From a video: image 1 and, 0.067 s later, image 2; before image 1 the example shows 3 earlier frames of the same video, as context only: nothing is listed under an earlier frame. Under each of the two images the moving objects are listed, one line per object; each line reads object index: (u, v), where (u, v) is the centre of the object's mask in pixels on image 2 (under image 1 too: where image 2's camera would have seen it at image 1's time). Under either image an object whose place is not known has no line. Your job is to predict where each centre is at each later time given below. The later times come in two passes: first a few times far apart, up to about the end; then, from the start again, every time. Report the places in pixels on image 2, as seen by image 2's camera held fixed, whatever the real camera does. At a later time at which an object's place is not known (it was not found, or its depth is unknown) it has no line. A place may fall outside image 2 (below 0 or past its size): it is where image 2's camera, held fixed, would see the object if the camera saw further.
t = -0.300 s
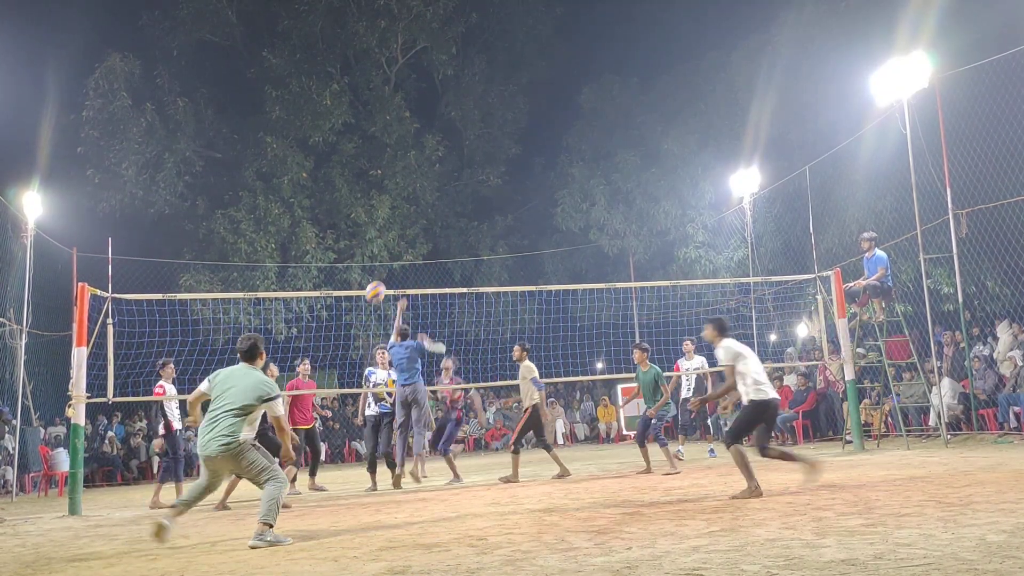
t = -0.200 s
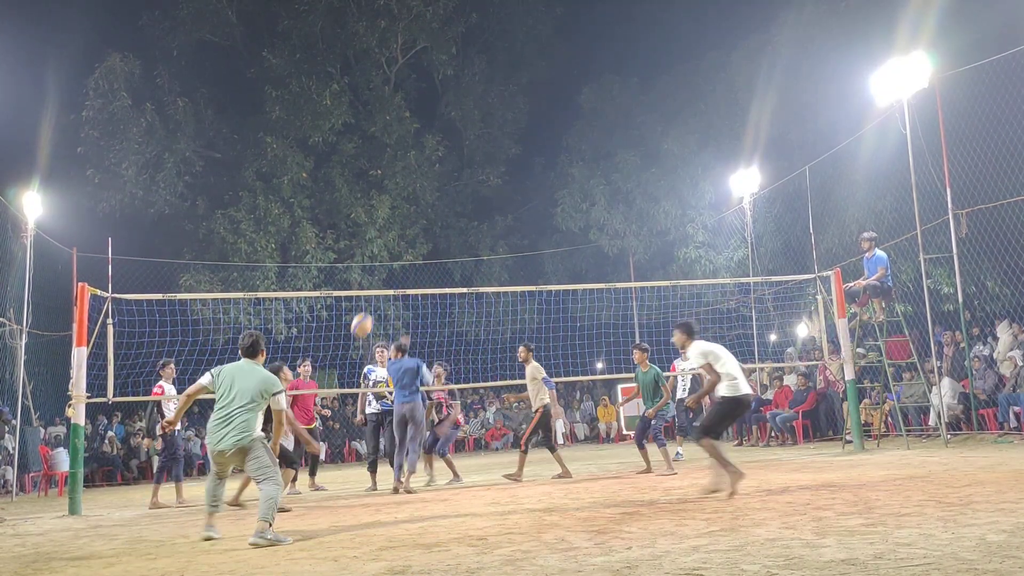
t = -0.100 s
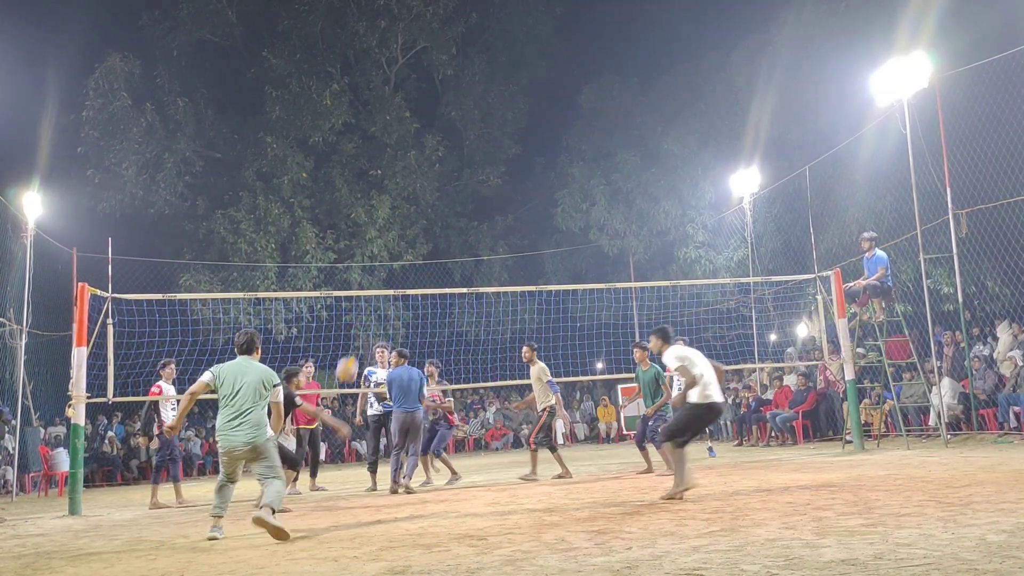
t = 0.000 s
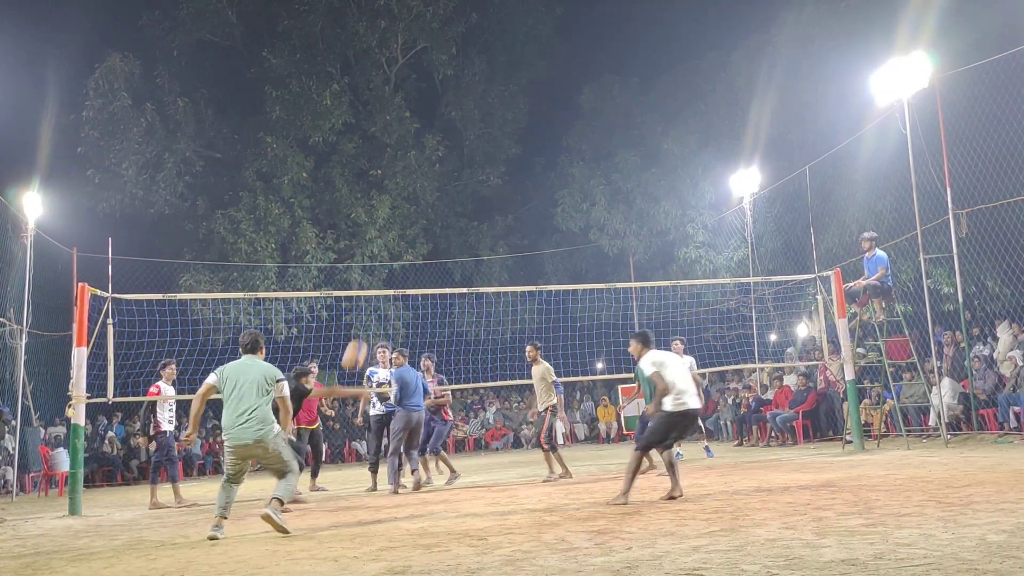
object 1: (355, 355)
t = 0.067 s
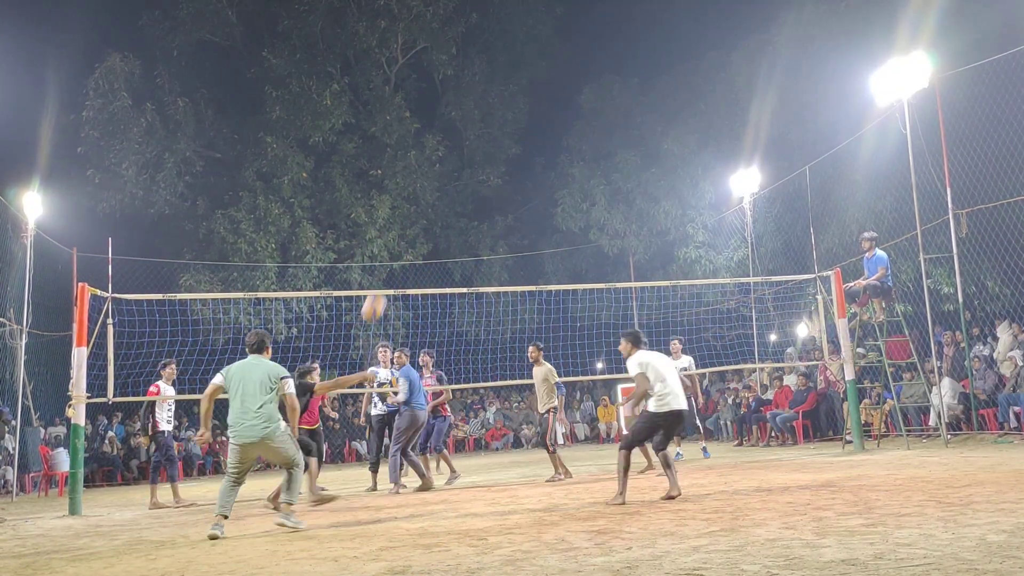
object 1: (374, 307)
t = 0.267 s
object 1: (428, 191)
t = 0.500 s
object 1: (491, 110)
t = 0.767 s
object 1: (562, 79)
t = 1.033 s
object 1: (634, 109)
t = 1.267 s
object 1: (698, 182)
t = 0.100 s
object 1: (384, 282)
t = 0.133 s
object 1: (392, 264)
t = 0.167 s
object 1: (402, 244)
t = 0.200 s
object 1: (411, 225)
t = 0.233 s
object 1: (420, 207)
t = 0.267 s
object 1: (428, 191)
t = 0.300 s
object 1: (438, 176)
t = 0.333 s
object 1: (446, 162)
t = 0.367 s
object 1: (455, 150)
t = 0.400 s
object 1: (464, 138)
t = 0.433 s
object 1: (473, 127)
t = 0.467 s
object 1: (482, 118)
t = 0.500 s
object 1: (491, 110)
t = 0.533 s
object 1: (500, 103)
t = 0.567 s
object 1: (509, 96)
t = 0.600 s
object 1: (518, 91)
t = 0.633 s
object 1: (526, 87)
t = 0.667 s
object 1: (535, 83)
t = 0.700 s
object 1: (544, 81)
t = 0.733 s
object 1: (553, 79)
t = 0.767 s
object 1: (562, 79)
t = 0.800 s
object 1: (571, 79)
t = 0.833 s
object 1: (580, 81)
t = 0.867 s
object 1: (589, 83)
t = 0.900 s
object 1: (598, 87)
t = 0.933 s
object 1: (607, 91)
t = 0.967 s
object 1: (616, 96)
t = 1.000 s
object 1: (625, 102)
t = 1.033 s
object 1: (634, 109)
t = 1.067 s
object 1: (643, 117)
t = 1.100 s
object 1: (652, 125)
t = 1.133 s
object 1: (661, 135)
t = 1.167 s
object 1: (670, 145)
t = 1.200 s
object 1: (680, 156)
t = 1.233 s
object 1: (689, 168)
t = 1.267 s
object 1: (698, 182)
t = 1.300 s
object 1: (708, 196)
